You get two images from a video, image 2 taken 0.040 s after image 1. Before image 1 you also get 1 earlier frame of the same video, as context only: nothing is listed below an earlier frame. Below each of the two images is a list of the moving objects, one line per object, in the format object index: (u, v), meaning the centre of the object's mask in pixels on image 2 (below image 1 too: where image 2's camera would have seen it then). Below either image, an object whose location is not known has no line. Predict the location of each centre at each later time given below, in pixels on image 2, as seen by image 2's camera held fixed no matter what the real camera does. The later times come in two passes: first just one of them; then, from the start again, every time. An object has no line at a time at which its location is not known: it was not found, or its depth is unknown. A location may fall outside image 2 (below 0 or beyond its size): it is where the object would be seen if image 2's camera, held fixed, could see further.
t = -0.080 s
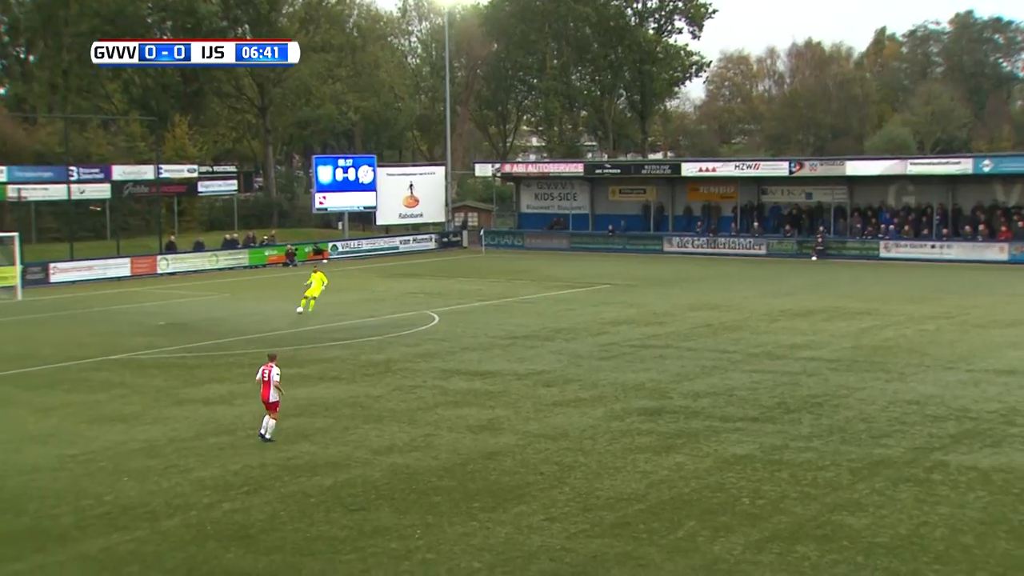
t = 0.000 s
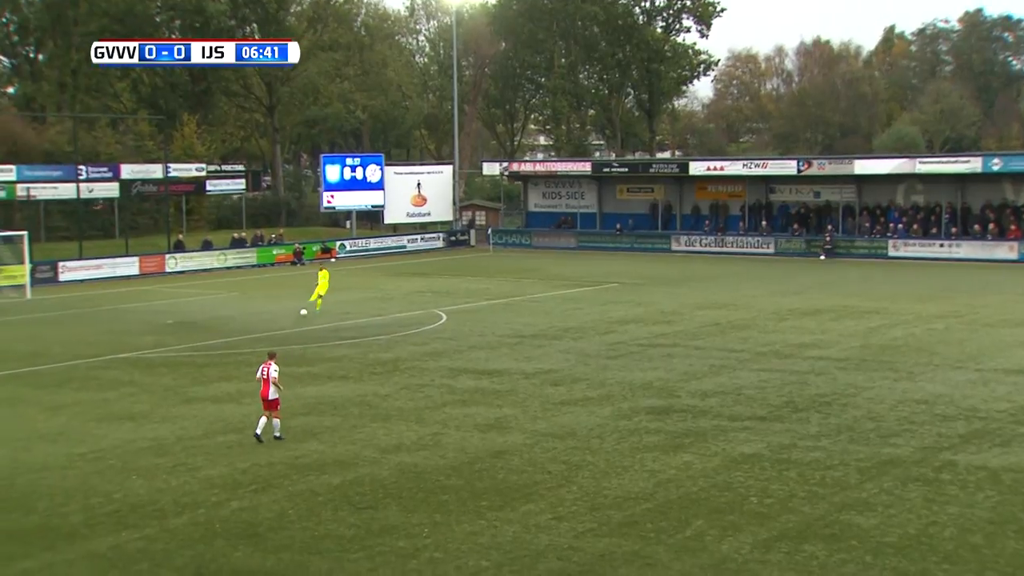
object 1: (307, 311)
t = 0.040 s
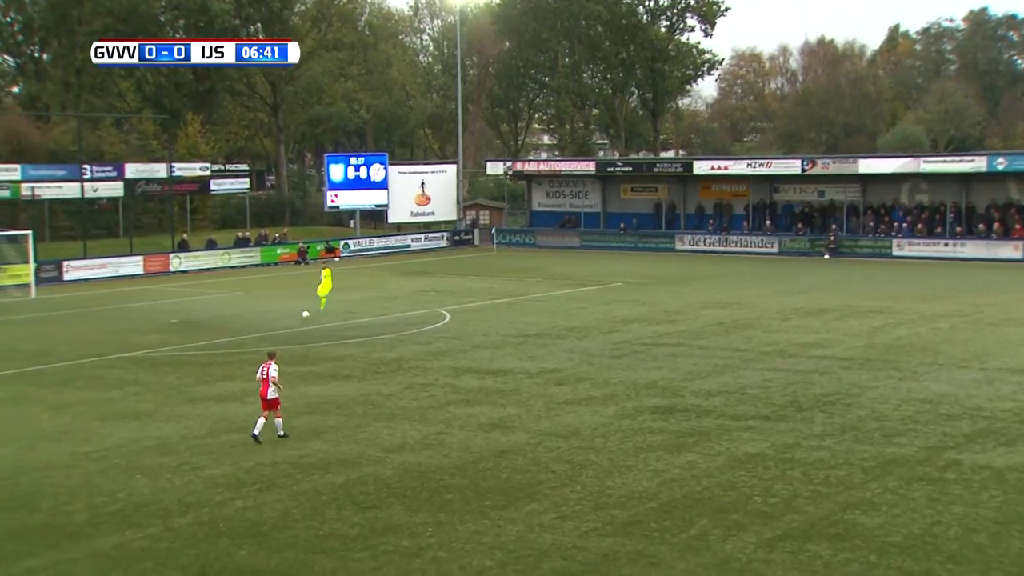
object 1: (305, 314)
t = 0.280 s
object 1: (298, 332)
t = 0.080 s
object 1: (304, 317)
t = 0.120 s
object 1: (303, 321)
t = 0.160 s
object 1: (302, 323)
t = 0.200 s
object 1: (300, 325)
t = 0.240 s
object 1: (300, 328)
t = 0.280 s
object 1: (298, 332)
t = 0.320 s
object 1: (297, 336)
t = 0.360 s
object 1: (296, 338)
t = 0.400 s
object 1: (296, 340)
